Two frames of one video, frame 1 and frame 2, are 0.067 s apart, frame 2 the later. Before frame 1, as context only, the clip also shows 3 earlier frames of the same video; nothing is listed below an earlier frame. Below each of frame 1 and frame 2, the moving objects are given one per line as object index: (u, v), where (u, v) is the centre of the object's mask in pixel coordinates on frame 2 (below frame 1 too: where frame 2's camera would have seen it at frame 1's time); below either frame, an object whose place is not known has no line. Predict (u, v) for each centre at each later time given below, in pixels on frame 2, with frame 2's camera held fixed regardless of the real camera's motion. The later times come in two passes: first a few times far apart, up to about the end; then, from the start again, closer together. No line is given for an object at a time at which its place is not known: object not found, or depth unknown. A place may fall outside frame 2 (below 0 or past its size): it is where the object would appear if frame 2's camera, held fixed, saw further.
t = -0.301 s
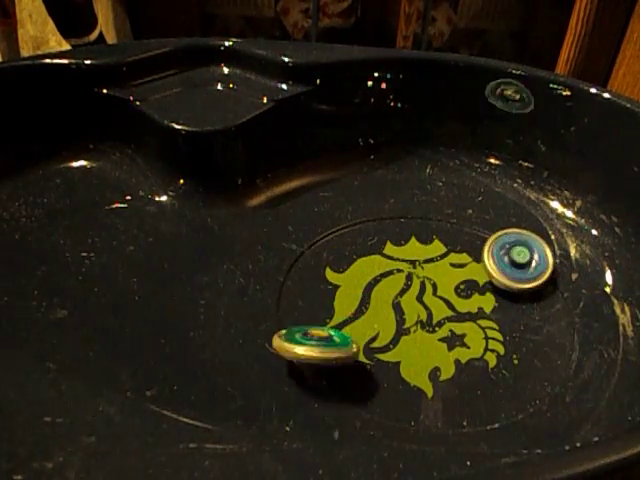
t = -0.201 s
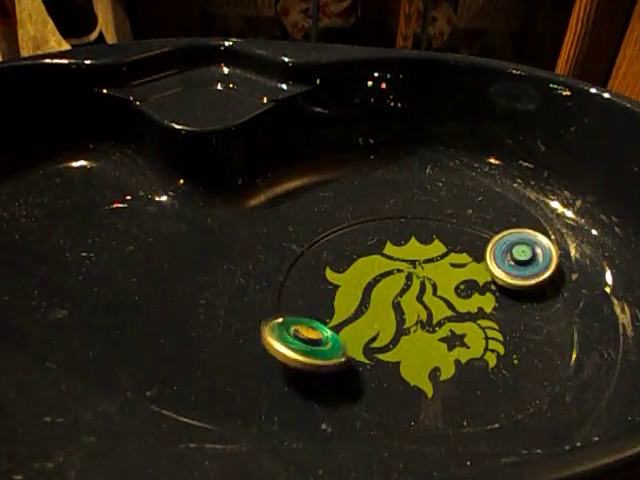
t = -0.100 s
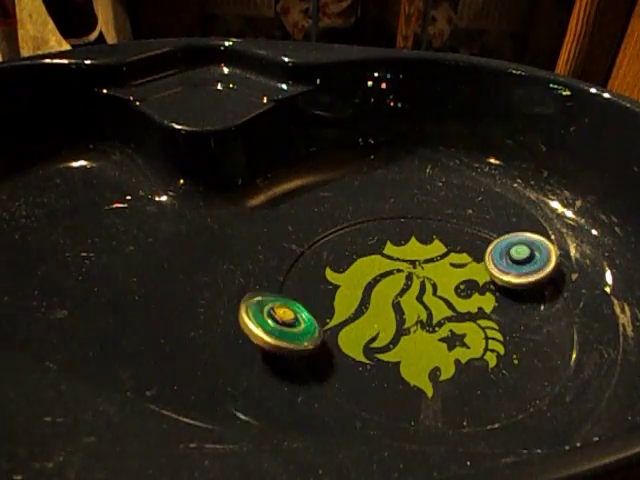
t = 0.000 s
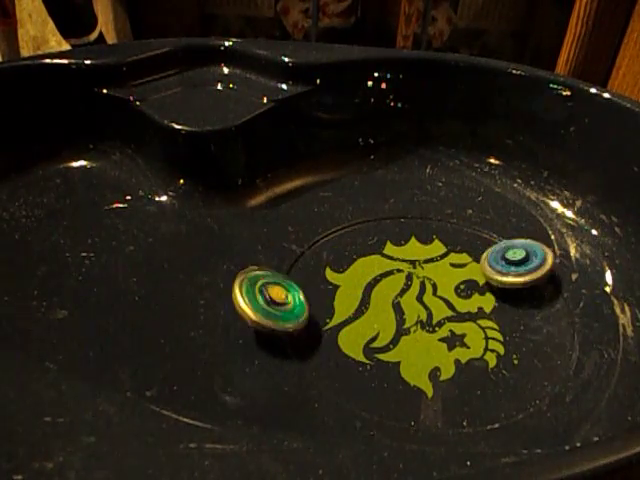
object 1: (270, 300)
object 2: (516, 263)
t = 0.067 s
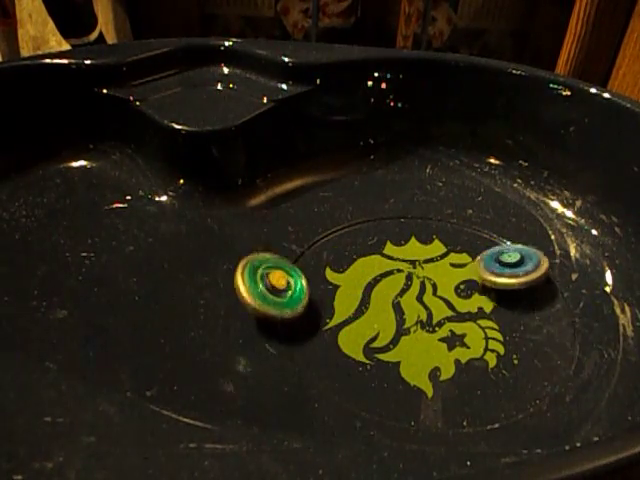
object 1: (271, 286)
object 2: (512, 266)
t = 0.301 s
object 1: (320, 260)
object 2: (478, 268)
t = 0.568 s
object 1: (392, 279)
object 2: (449, 251)
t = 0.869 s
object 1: (411, 338)
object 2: (447, 230)
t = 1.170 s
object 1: (330, 353)
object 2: (452, 240)
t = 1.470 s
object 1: (339, 305)
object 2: (425, 256)
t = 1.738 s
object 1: (377, 310)
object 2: (409, 243)
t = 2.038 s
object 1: (392, 361)
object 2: (421, 240)
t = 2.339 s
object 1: (385, 345)
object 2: (413, 253)
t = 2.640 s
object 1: (408, 297)
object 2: (389, 243)
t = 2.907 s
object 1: (462, 278)
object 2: (397, 240)
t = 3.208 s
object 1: (485, 287)
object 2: (397, 253)
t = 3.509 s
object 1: (442, 289)
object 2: (378, 251)
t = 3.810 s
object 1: (406, 291)
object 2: (380, 244)
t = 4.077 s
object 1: (381, 299)
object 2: (378, 251)
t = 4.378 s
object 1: (374, 295)
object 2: (365, 229)
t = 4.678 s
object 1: (376, 296)
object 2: (357, 237)
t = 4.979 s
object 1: (377, 292)
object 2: (363, 243)
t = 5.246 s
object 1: (386, 294)
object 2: (385, 239)
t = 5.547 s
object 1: (387, 292)
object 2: (384, 242)
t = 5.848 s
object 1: (387, 292)
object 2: (362, 245)
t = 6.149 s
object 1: (387, 292)
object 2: (368, 246)
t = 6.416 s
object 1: (387, 292)
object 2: (384, 242)
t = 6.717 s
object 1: (387, 293)
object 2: (375, 245)
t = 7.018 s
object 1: (387, 292)
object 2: (371, 245)
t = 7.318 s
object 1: (387, 292)
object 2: (373, 245)
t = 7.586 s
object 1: (387, 292)
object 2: (380, 243)
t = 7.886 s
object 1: (387, 292)
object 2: (378, 244)
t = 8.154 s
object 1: (387, 292)
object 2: (378, 244)
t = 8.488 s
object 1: (387, 292)
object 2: (377, 244)
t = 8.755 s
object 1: (387, 292)
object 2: (377, 244)
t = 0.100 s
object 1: (273, 278)
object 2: (507, 268)
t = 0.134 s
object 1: (279, 271)
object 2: (502, 269)
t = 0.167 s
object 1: (284, 266)
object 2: (498, 269)
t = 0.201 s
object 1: (293, 263)
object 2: (493, 269)
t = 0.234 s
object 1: (304, 262)
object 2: (488, 269)
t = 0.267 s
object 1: (313, 262)
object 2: (483, 269)
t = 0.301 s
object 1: (320, 260)
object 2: (478, 268)
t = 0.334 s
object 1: (330, 259)
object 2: (474, 267)
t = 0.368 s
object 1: (340, 261)
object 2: (469, 265)
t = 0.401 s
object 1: (349, 261)
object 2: (465, 263)
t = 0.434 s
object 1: (358, 263)
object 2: (461, 261)
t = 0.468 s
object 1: (367, 266)
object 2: (457, 259)
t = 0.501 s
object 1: (376, 270)
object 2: (453, 255)
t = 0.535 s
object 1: (384, 273)
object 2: (451, 253)
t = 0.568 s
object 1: (392, 279)
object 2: (449, 251)
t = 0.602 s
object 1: (398, 284)
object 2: (447, 247)
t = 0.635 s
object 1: (404, 290)
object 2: (445, 244)
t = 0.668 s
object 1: (409, 296)
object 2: (445, 242)
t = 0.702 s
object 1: (413, 302)
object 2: (444, 238)
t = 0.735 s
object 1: (415, 309)
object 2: (445, 236)
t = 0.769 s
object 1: (417, 317)
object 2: (445, 234)
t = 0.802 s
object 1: (417, 324)
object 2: (445, 232)
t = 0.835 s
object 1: (415, 331)
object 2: (446, 230)
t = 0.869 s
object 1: (411, 338)
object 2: (447, 230)
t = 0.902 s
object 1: (406, 343)
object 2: (448, 230)
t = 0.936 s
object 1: (402, 348)
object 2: (449, 229)
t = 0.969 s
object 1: (393, 352)
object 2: (449, 230)
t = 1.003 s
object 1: (384, 355)
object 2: (451, 231)
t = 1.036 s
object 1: (373, 358)
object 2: (452, 232)
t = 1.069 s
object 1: (362, 359)
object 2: (452, 234)
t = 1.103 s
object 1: (351, 358)
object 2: (453, 236)
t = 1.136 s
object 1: (340, 355)
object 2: (453, 238)
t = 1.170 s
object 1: (330, 353)
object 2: (452, 240)
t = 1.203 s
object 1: (323, 349)
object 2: (451, 243)
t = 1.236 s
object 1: (328, 343)
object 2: (450, 245)
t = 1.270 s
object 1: (329, 340)
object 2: (448, 248)
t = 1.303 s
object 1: (329, 336)
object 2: (445, 250)
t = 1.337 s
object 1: (326, 330)
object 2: (441, 252)
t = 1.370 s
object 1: (327, 321)
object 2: (437, 253)
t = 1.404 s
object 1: (330, 315)
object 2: (433, 254)
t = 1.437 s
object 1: (333, 310)
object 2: (430, 255)
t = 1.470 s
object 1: (339, 305)
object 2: (425, 256)
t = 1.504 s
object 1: (345, 300)
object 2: (420, 256)
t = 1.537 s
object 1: (352, 297)
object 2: (416, 255)
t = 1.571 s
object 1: (360, 294)
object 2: (412, 255)
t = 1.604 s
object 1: (367, 292)
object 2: (409, 253)
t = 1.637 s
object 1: (375, 292)
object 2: (406, 251)
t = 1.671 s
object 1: (375, 294)
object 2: (407, 247)
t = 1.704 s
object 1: (375, 304)
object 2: (409, 244)
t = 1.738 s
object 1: (377, 310)
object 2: (409, 243)
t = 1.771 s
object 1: (380, 315)
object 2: (410, 241)
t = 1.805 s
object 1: (384, 321)
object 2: (410, 240)
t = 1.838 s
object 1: (387, 327)
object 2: (411, 238)
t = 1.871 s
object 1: (389, 335)
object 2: (413, 237)
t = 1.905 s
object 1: (391, 341)
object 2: (414, 237)
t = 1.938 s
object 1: (392, 347)
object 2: (415, 237)
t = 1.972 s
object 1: (392, 352)
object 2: (418, 237)
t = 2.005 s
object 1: (392, 357)
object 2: (419, 238)
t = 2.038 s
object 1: (392, 361)
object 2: (421, 240)
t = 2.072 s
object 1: (389, 362)
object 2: (422, 242)
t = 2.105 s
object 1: (388, 362)
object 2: (423, 244)
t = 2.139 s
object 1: (388, 362)
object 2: (423, 246)
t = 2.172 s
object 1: (388, 361)
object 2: (422, 248)
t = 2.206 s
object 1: (388, 359)
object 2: (421, 249)
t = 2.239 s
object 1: (387, 357)
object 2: (419, 250)
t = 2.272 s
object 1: (386, 355)
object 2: (416, 252)
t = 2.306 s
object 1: (386, 350)
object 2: (415, 252)
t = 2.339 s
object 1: (385, 345)
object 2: (413, 253)
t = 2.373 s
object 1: (386, 338)
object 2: (408, 253)
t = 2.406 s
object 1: (387, 333)
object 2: (405, 252)
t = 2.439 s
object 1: (388, 329)
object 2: (403, 252)
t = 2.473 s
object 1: (390, 321)
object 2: (400, 252)
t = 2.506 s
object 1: (393, 314)
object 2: (397, 251)
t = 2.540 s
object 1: (396, 310)
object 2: (396, 251)
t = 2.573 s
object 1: (400, 305)
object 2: (394, 249)
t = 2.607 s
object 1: (404, 300)
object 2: (392, 246)
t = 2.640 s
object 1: (408, 297)
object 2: (389, 243)
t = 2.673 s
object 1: (413, 293)
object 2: (388, 241)
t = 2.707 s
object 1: (420, 290)
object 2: (388, 240)
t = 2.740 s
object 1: (426, 288)
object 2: (389, 239)
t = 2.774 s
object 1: (432, 285)
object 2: (390, 239)
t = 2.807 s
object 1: (440, 283)
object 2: (392, 239)
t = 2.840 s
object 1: (447, 282)
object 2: (394, 239)
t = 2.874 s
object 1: (453, 280)
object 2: (396, 239)
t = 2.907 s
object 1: (462, 278)
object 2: (397, 240)
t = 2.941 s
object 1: (468, 279)
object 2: (399, 240)
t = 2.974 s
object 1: (473, 278)
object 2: (401, 242)
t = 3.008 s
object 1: (477, 279)
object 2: (402, 244)
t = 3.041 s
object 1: (481, 279)
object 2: (402, 246)
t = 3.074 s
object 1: (485, 281)
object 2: (402, 247)
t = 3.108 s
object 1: (485, 282)
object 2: (402, 249)
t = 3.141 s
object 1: (485, 283)
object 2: (401, 251)
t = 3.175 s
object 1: (487, 284)
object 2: (399, 252)
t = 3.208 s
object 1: (485, 287)
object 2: (397, 253)
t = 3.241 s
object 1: (483, 287)
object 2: (396, 254)
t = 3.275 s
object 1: (481, 289)
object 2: (394, 254)
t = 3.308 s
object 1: (478, 291)
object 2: (391, 254)
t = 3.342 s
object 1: (473, 291)
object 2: (389, 254)
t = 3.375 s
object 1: (469, 291)
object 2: (386, 254)
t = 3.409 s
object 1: (463, 292)
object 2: (384, 254)
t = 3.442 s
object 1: (456, 292)
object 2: (382, 253)
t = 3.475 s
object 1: (450, 291)
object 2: (380, 253)
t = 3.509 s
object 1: (442, 289)
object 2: (378, 251)
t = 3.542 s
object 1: (434, 287)
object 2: (376, 249)
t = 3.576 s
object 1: (429, 285)
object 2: (375, 248)
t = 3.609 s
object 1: (422, 283)
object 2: (374, 245)
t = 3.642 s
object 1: (416, 280)
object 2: (374, 242)
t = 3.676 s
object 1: (414, 283)
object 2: (372, 243)
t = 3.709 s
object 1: (412, 286)
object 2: (373, 242)
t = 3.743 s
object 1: (411, 288)
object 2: (375, 242)
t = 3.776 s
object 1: (408, 289)
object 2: (378, 243)
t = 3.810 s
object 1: (406, 291)
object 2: (380, 244)
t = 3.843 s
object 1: (403, 293)
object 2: (381, 245)
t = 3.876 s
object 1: (400, 294)
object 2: (381, 246)
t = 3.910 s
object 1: (397, 297)
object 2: (382, 247)
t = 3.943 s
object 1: (394, 297)
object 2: (382, 249)
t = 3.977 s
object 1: (390, 299)
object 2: (381, 251)
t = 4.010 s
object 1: (387, 300)
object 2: (379, 252)
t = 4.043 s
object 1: (384, 300)
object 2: (378, 251)
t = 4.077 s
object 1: (381, 299)
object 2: (378, 251)
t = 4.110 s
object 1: (379, 298)
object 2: (377, 250)
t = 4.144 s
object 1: (376, 297)
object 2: (377, 252)
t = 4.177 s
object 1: (376, 295)
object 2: (375, 252)
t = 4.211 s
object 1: (374, 292)
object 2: (375, 250)
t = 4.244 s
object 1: (373, 291)
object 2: (376, 248)
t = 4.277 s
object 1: (373, 292)
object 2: (376, 245)
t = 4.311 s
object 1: (376, 293)
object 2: (375, 239)
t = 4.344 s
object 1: (374, 294)
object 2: (371, 234)
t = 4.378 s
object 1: (374, 295)
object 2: (365, 229)
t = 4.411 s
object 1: (374, 295)
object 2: (361, 227)
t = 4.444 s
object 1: (375, 294)
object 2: (359, 227)
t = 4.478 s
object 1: (375, 295)
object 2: (357, 226)
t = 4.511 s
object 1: (376, 295)
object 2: (356, 227)
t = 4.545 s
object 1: (376, 296)
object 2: (358, 228)
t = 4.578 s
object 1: (377, 297)
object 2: (359, 229)
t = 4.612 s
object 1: (376, 298)
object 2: (360, 233)
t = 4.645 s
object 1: (375, 297)
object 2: (359, 235)
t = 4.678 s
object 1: (376, 296)
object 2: (357, 237)
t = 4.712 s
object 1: (374, 296)
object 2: (354, 238)
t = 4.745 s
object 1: (374, 296)
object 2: (352, 238)
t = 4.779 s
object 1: (374, 295)
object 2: (351, 237)
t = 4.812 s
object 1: (375, 293)
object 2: (350, 238)
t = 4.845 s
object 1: (374, 293)
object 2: (351, 240)
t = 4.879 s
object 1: (374, 293)
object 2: (352, 240)
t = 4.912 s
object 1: (375, 293)
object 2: (354, 241)
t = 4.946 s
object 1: (377, 292)
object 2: (357, 242)
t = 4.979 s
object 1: (377, 292)
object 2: (363, 243)
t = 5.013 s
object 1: (377, 296)
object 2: (370, 243)
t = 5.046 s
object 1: (378, 296)
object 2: (377, 243)
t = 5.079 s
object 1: (379, 298)
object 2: (383, 243)
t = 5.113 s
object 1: (379, 298)
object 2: (385, 242)
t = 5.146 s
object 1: (380, 297)
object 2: (385, 241)
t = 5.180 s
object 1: (381, 297)
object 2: (385, 240)
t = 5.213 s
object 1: (384, 296)
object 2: (385, 239)
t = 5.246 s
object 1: (386, 294)
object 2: (385, 239)
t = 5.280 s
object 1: (386, 291)
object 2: (385, 238)
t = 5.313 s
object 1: (387, 289)
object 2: (386, 238)
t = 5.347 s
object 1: (387, 290)
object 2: (386, 239)
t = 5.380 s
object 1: (387, 290)
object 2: (386, 239)
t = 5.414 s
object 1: (387, 291)
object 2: (386, 239)
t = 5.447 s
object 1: (387, 292)
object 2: (386, 240)
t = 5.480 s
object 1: (386, 293)
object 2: (386, 241)
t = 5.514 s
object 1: (386, 293)
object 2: (386, 241)
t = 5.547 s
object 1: (387, 292)
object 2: (384, 242)
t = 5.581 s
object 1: (387, 291)
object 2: (383, 242)
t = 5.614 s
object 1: (387, 291)
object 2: (379, 244)
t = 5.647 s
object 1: (387, 291)
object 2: (375, 245)
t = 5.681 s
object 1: (387, 291)
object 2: (372, 245)
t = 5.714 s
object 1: (387, 291)
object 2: (368, 245)
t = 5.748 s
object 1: (386, 292)
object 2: (366, 245)
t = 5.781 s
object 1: (386, 292)
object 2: (364, 245)
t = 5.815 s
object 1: (387, 292)
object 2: (363, 245)
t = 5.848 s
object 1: (387, 292)
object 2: (362, 245)
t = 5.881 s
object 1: (387, 292)
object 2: (361, 245)
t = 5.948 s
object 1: (387, 292)
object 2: (362, 245)
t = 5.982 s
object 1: (387, 292)
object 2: (363, 245)
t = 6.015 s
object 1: (387, 292)
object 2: (363, 245)
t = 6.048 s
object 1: (387, 292)
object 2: (364, 245)
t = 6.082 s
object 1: (387, 292)
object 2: (365, 245)
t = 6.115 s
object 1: (387, 292)
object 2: (366, 245)
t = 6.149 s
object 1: (387, 292)
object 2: (368, 246)
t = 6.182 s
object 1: (387, 293)
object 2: (371, 245)
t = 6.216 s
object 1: (387, 293)
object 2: (374, 245)
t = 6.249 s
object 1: (387, 292)
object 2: (377, 244)
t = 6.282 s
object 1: (387, 292)
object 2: (379, 243)
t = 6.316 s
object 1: (387, 293)
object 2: (381, 243)
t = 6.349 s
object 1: (387, 292)
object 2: (383, 243)
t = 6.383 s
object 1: (387, 292)
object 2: (384, 242)
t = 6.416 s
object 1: (387, 292)
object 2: (384, 242)
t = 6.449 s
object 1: (387, 292)
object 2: (384, 242)
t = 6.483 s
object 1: (387, 292)
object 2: (384, 242)
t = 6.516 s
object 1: (387, 292)
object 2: (384, 242)
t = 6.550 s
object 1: (387, 292)
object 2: (383, 243)
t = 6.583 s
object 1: (387, 292)
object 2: (382, 243)
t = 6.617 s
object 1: (387, 292)
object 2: (381, 243)
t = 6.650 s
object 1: (387, 292)
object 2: (379, 243)
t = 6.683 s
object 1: (387, 292)
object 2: (377, 244)
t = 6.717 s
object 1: (387, 293)
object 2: (375, 245)
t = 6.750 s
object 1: (387, 293)
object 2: (374, 245)
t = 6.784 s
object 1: (387, 293)
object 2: (373, 245)
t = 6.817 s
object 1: (387, 292)
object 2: (372, 245)
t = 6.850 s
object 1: (387, 292)
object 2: (371, 245)
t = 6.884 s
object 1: (387, 292)
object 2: (370, 246)
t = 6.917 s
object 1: (387, 292)
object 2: (369, 246)
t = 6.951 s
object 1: (387, 293)
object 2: (370, 246)
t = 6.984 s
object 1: (387, 293)
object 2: (371, 245)
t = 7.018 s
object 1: (387, 292)
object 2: (371, 245)
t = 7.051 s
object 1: (387, 292)
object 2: (372, 245)
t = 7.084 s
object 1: (387, 292)
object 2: (372, 245)
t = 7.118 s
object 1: (387, 292)
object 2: (372, 245)
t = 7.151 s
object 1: (387, 292)
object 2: (372, 245)
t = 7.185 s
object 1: (387, 292)
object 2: (372, 245)
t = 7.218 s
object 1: (387, 292)
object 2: (372, 245)
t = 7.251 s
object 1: (387, 292)
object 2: (372, 245)
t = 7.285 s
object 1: (387, 292)
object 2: (372, 245)
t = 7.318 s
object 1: (387, 292)
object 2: (373, 245)
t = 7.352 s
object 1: (387, 292)
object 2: (373, 245)
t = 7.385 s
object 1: (387, 292)
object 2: (374, 245)
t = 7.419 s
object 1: (387, 292)
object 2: (375, 245)
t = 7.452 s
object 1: (387, 292)
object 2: (376, 245)
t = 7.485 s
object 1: (387, 292)
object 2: (378, 244)
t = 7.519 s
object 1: (387, 292)
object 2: (379, 244)
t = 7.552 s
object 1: (387, 292)
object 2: (380, 243)
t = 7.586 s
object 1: (387, 292)
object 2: (380, 243)
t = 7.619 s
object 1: (387, 292)
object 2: (380, 243)
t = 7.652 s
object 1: (387, 292)
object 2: (379, 244)
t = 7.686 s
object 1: (387, 292)
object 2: (377, 244)
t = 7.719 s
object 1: (387, 292)
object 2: (376, 245)
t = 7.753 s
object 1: (387, 292)
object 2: (375, 245)
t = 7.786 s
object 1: (387, 292)
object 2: (375, 245)
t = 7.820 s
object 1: (387, 292)
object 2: (376, 245)
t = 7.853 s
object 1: (387, 292)
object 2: (377, 245)
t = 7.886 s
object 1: (387, 292)
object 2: (378, 244)
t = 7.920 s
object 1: (387, 292)
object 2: (378, 244)
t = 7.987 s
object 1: (387, 292)
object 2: (378, 244)
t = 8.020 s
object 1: (387, 292)
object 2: (377, 245)
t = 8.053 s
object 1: (387, 292)
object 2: (376, 245)
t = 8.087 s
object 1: (387, 292)
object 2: (376, 244)
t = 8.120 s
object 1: (387, 292)
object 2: (377, 244)
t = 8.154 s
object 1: (387, 292)
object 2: (378, 244)
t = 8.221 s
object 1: (387, 292)
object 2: (377, 244)
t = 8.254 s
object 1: (387, 292)
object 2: (377, 245)
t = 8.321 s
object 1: (387, 292)
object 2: (377, 244)
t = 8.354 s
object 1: (387, 292)
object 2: (378, 244)
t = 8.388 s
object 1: (387, 292)
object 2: (377, 244)
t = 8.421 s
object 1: (387, 292)
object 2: (377, 244)
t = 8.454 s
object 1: (387, 292)
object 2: (377, 244)
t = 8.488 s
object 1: (387, 292)
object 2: (377, 244)
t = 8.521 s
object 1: (387, 292)
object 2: (377, 244)
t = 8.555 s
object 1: (387, 292)
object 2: (377, 244)
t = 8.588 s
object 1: (387, 292)
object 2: (377, 244)
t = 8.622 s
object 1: (387, 292)
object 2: (377, 244)
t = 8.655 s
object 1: (387, 292)
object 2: (377, 244)
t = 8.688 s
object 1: (387, 292)
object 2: (377, 244)
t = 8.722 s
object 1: (387, 292)
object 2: (377, 244)
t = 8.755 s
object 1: (387, 292)
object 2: (377, 244)
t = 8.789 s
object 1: (387, 292)
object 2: (377, 244)
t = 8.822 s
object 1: (387, 292)
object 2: (377, 244)
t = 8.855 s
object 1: (387, 292)
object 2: (377, 244)
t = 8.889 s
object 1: (387, 292)
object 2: (377, 244)
